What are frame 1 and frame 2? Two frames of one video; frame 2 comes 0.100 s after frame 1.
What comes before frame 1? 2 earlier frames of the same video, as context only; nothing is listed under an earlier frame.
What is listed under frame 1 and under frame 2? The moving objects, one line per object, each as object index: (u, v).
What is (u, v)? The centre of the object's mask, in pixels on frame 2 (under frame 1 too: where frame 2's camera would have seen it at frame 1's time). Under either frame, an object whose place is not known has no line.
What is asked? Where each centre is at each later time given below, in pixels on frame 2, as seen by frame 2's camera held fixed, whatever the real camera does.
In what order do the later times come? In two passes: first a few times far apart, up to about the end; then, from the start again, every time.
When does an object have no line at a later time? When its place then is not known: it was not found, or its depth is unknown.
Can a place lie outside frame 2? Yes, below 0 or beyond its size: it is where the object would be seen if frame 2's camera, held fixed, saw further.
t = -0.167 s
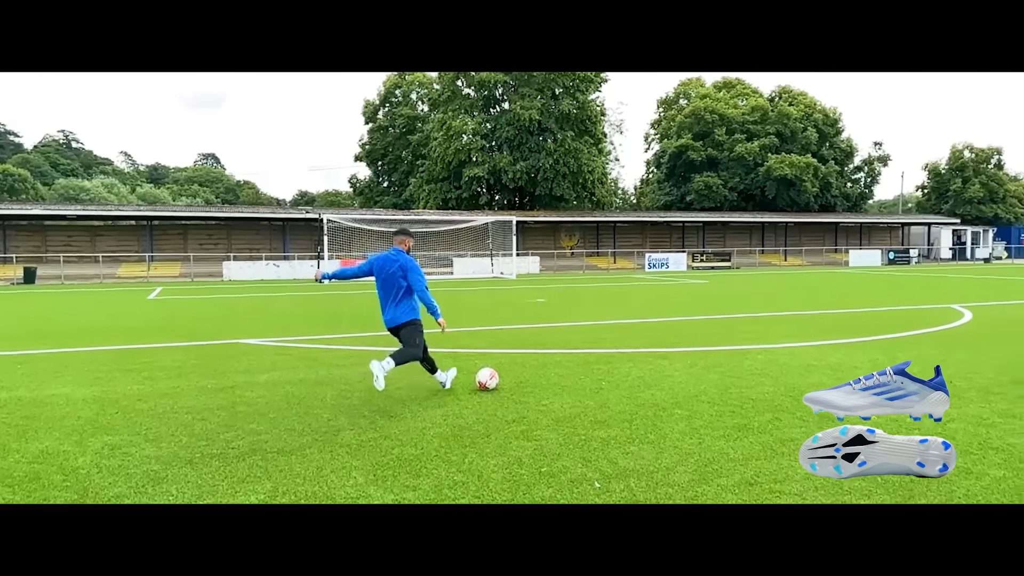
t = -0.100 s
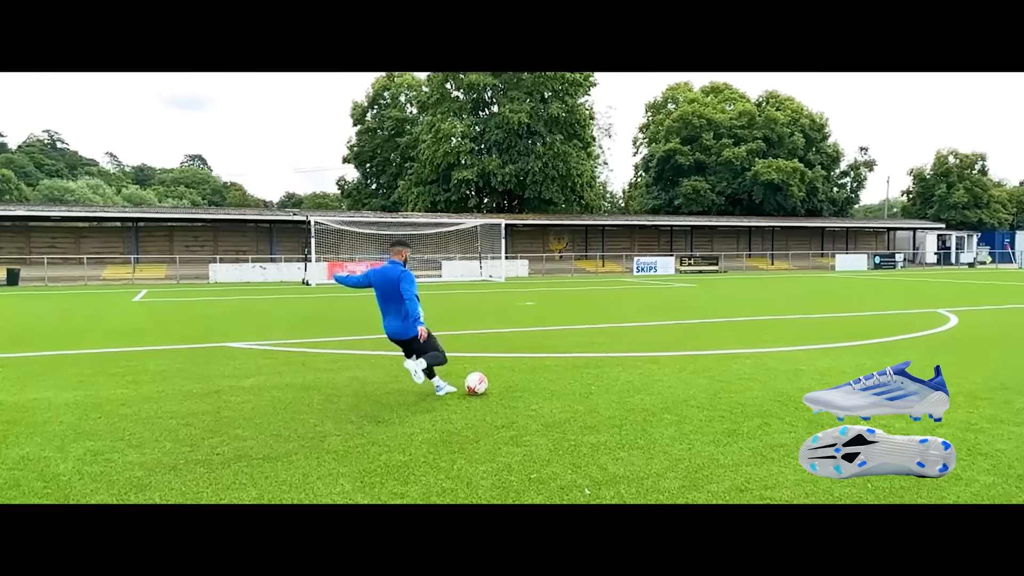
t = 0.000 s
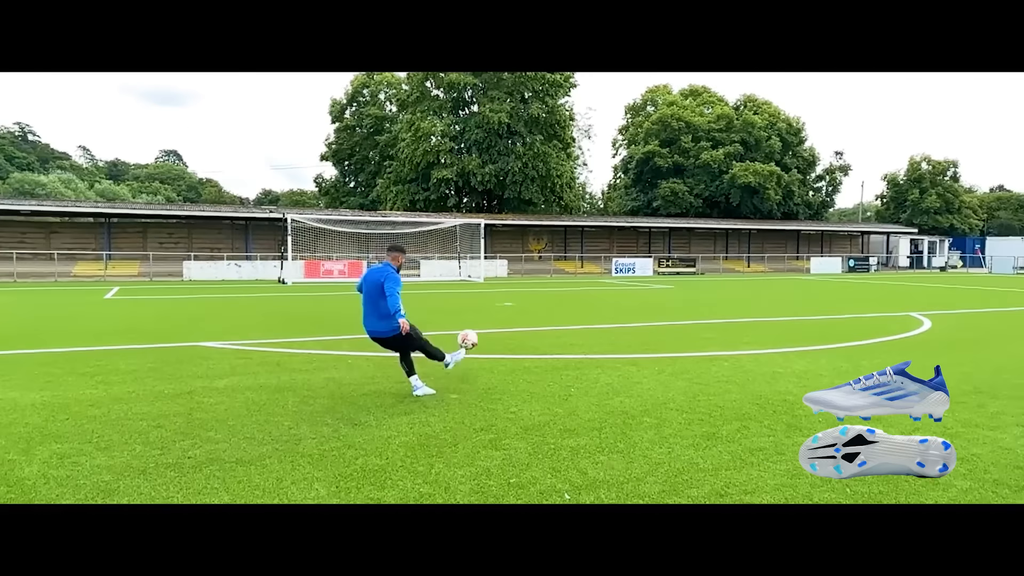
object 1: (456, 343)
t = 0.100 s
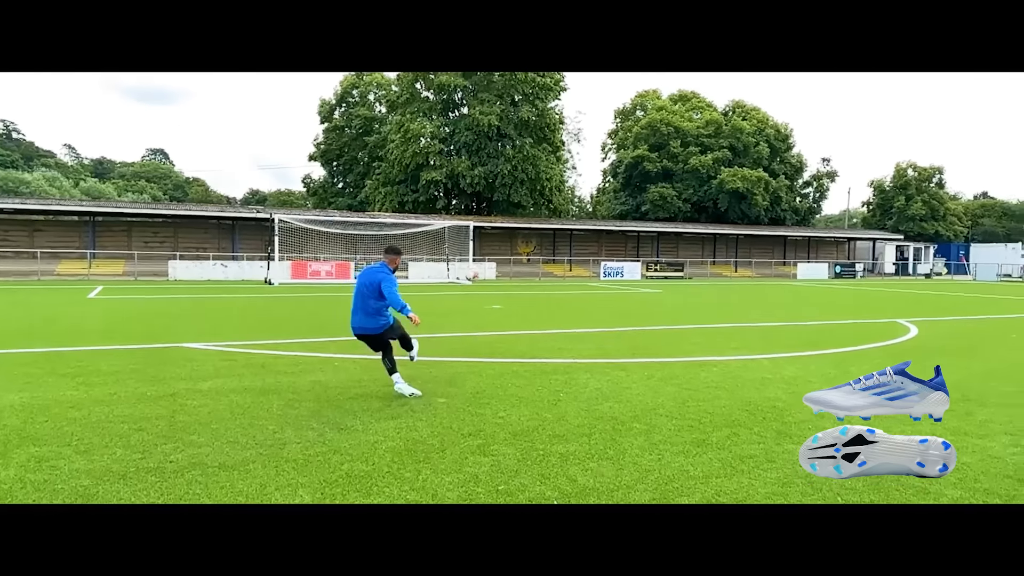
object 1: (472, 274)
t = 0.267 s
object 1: (480, 224)
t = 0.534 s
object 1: (475, 206)
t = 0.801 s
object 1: (462, 215)
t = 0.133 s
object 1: (475, 259)
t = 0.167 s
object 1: (478, 247)
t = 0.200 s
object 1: (479, 238)
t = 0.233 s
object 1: (480, 230)
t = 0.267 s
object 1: (480, 224)
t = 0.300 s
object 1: (480, 218)
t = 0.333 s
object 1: (480, 214)
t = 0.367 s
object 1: (480, 212)
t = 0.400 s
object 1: (479, 210)
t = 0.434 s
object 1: (478, 208)
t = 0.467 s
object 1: (477, 207)
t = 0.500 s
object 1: (476, 206)
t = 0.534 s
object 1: (475, 206)
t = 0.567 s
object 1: (473, 206)
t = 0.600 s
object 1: (472, 207)
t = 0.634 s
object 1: (471, 207)
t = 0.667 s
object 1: (469, 209)
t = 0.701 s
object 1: (467, 210)
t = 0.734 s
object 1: (465, 212)
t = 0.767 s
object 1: (463, 213)
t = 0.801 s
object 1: (462, 215)
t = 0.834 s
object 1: (460, 217)
